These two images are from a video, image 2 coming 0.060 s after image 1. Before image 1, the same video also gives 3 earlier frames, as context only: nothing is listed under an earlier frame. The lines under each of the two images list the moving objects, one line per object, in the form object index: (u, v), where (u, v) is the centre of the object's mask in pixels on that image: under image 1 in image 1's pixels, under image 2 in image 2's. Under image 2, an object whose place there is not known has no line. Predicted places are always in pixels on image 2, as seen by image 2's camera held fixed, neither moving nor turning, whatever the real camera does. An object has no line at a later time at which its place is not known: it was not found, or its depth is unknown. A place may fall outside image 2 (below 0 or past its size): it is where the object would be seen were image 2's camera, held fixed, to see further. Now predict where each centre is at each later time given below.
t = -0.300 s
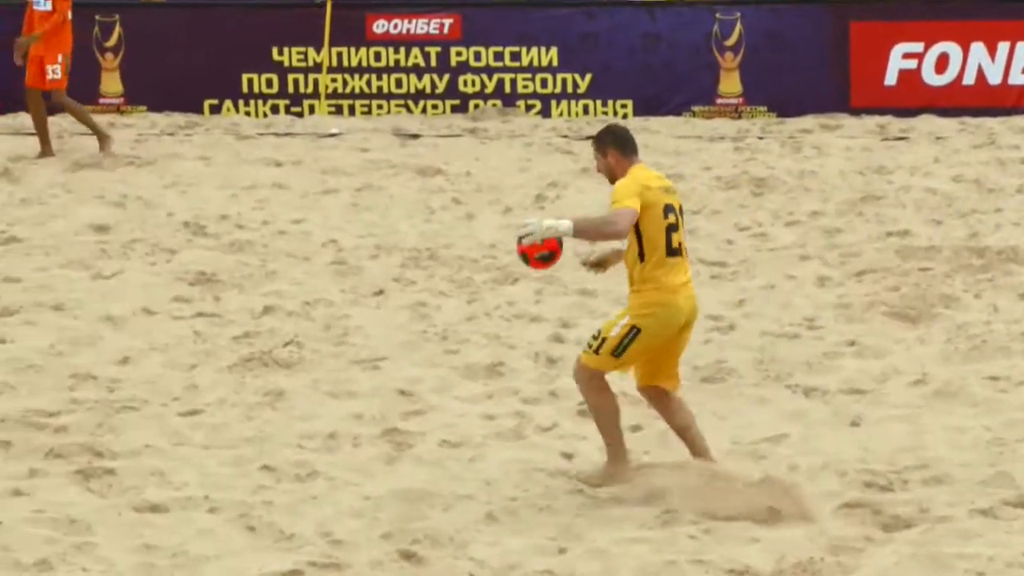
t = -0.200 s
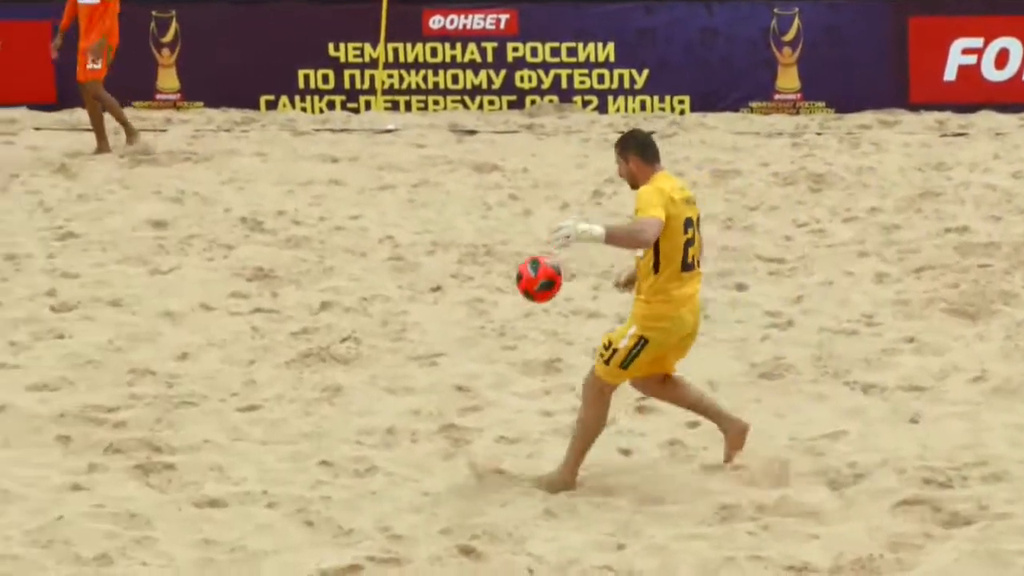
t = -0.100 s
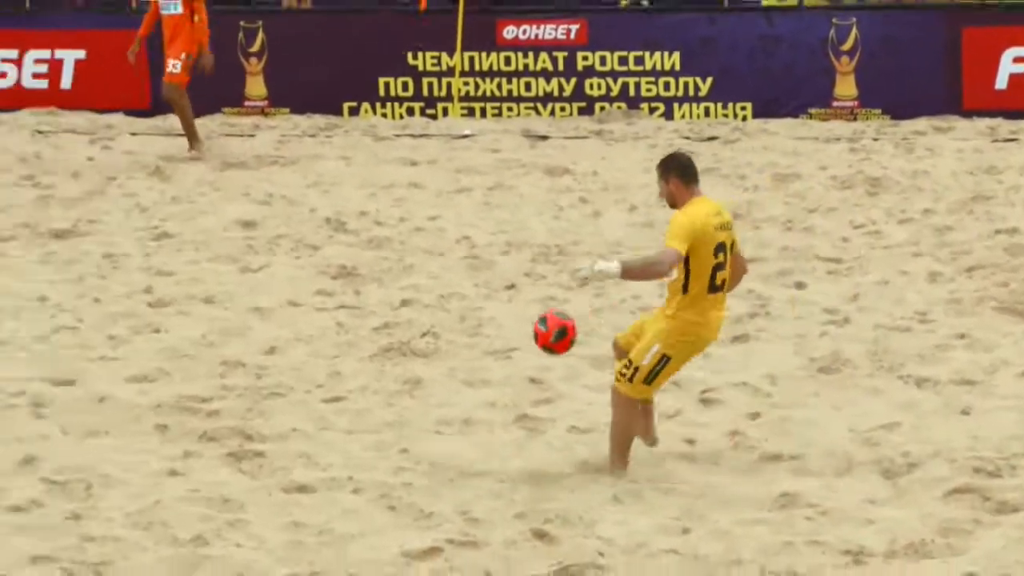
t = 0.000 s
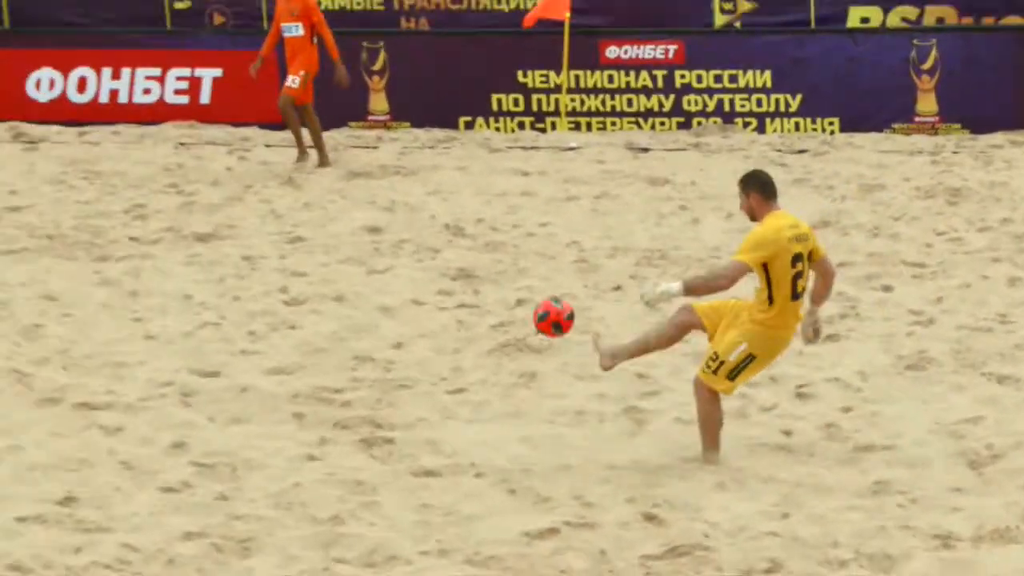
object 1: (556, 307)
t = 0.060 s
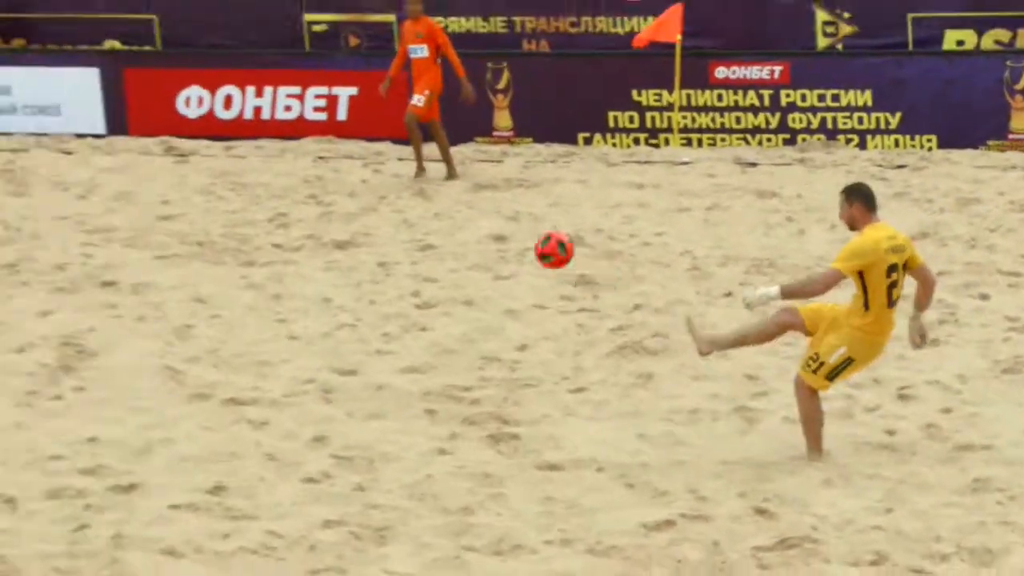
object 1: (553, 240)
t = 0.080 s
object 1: (511, 219)
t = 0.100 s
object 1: (474, 197)
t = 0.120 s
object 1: (434, 176)
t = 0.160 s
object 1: (356, 133)
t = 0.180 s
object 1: (322, 113)
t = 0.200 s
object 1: (276, 94)
